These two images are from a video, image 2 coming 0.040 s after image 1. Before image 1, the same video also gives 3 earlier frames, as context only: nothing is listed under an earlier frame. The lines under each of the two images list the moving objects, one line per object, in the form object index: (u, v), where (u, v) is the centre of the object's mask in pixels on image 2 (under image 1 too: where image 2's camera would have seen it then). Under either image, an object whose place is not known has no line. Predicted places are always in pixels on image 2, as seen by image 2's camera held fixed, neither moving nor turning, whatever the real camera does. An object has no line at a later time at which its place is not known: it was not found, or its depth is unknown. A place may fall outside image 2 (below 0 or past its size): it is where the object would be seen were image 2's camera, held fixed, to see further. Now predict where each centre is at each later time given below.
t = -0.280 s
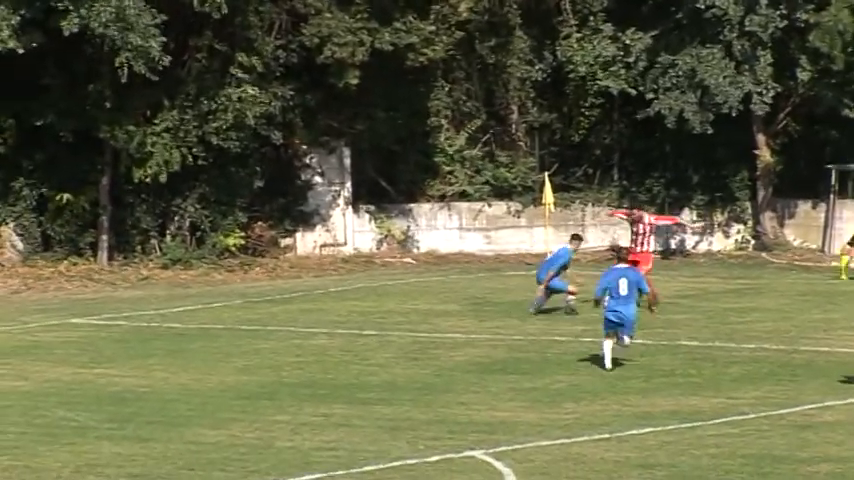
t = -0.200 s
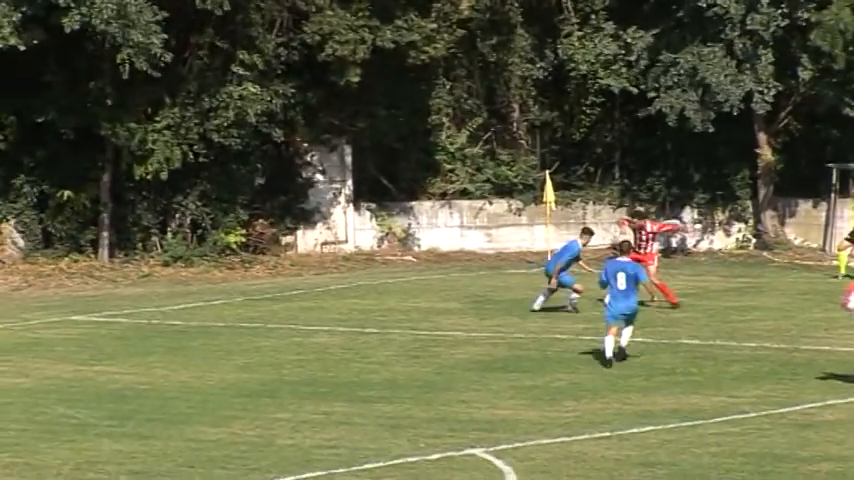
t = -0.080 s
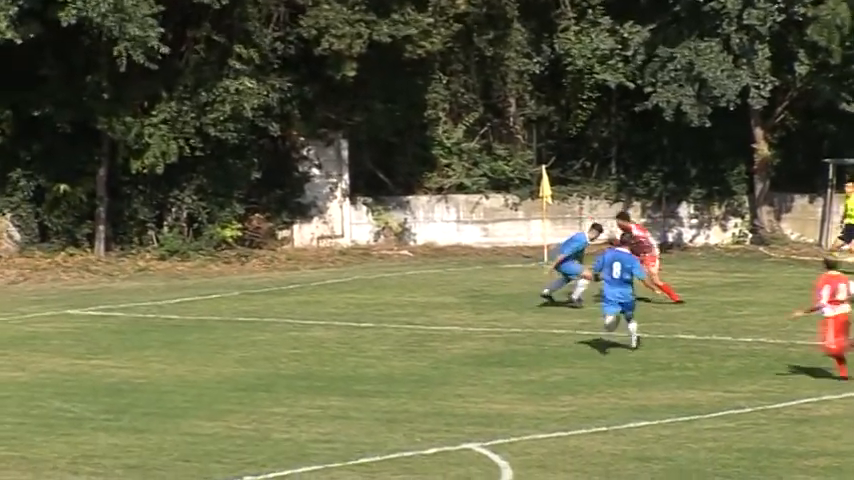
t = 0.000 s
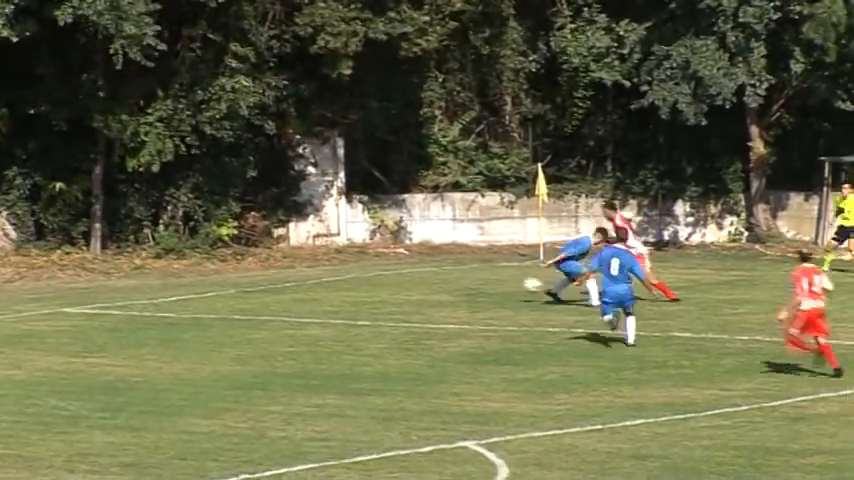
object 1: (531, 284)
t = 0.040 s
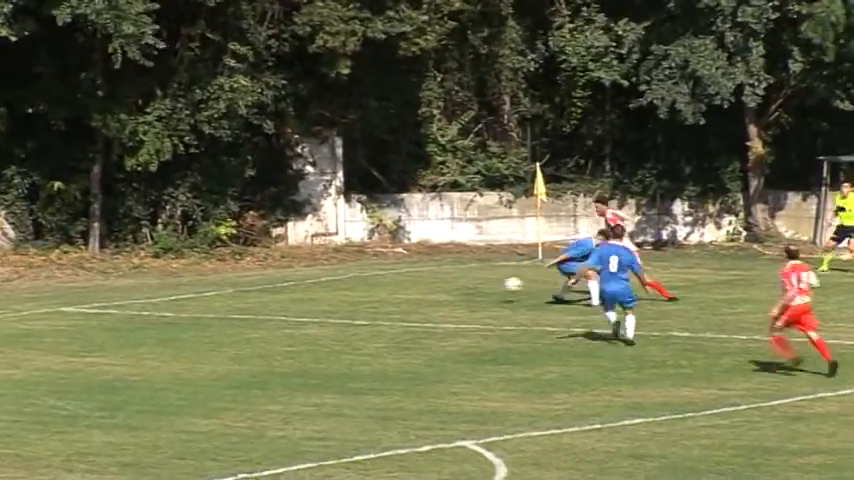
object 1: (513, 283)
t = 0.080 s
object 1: (495, 285)
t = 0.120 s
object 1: (478, 288)
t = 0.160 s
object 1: (460, 291)
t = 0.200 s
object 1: (442, 296)
